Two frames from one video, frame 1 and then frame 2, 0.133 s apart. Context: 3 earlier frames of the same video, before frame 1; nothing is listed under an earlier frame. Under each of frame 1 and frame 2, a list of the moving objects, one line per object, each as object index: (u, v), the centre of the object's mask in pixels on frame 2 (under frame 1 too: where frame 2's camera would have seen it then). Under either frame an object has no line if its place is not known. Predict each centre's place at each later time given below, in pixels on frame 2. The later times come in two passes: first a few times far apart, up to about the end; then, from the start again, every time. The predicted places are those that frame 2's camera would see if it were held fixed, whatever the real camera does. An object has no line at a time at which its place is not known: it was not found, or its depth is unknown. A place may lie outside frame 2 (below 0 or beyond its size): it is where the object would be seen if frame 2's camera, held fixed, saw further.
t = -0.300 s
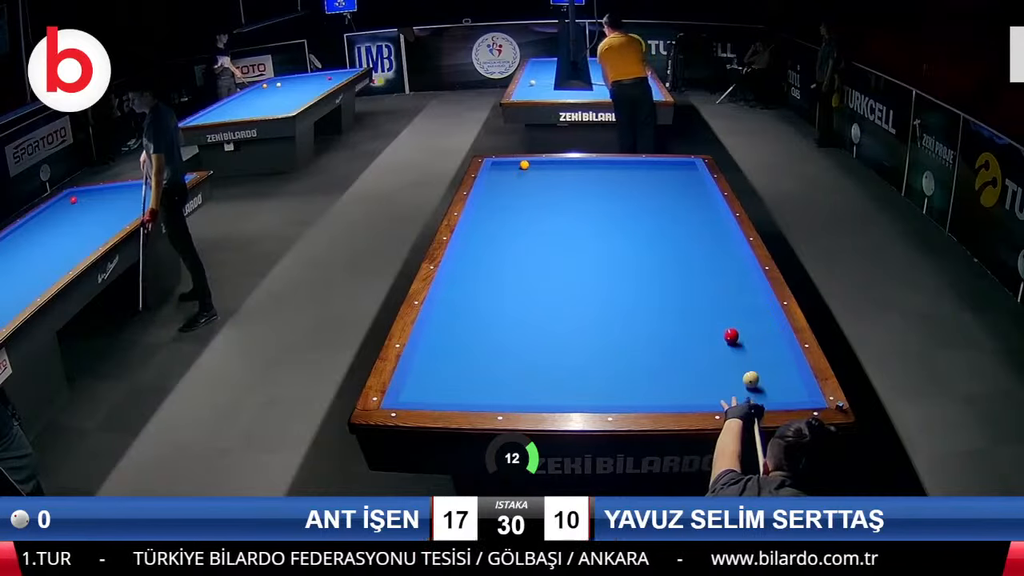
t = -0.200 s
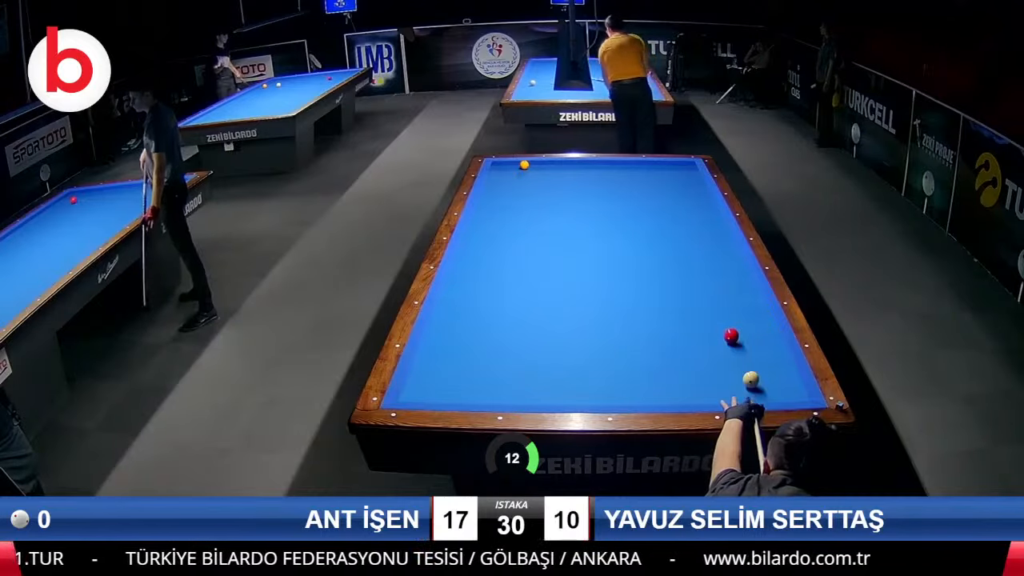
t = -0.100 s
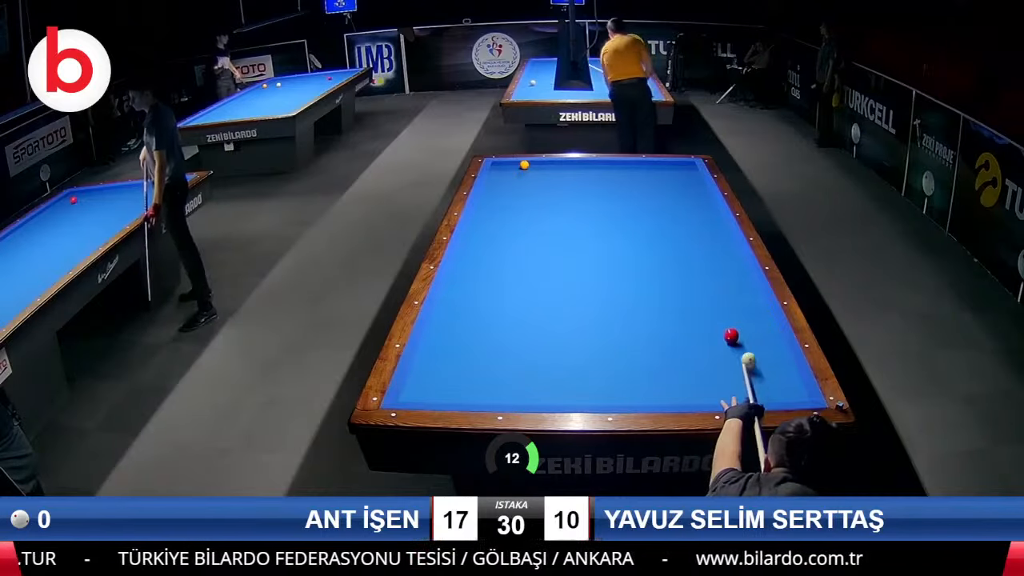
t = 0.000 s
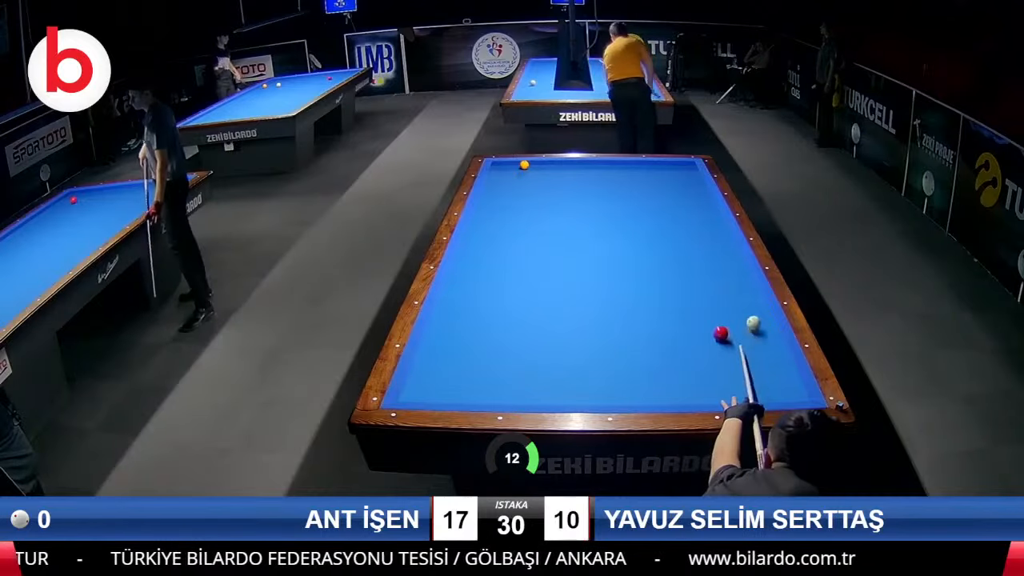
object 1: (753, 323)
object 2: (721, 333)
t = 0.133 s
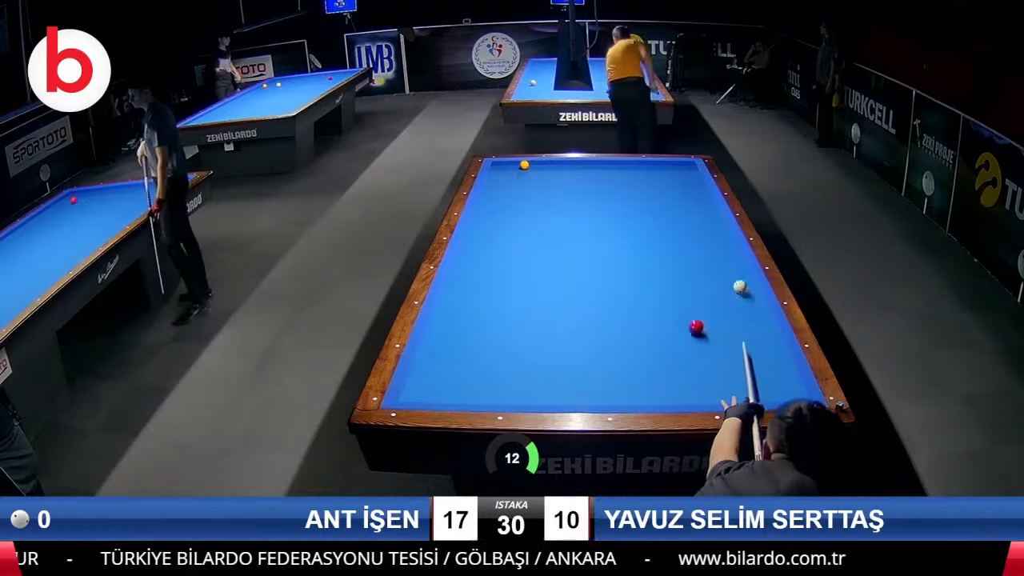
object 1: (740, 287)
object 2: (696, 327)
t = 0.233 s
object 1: (716, 265)
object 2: (680, 323)
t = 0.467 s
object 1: (671, 222)
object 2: (643, 314)
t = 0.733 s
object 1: (631, 185)
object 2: (604, 303)
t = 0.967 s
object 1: (603, 162)
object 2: (571, 295)
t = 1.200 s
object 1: (563, 181)
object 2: (541, 288)
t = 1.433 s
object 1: (519, 199)
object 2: (511, 280)
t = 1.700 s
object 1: (482, 219)
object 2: (481, 272)
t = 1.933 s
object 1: (505, 239)
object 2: (457, 266)
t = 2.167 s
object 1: (528, 261)
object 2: (475, 262)
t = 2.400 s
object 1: (554, 286)
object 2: (490, 258)
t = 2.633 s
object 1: (585, 316)
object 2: (505, 254)
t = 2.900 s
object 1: (625, 355)
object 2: (521, 250)
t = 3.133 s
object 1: (666, 395)
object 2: (535, 246)
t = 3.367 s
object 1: (706, 376)
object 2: (547, 243)
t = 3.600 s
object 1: (741, 355)
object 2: (559, 240)
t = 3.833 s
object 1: (771, 336)
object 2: (571, 237)
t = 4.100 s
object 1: (742, 317)
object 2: (583, 234)
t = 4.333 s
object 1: (717, 302)
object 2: (593, 231)
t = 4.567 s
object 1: (693, 288)
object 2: (603, 229)
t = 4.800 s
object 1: (671, 275)
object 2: (612, 227)
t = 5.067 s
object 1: (648, 262)
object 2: (622, 224)
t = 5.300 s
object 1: (629, 251)
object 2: (630, 222)
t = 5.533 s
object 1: (611, 242)
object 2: (637, 220)
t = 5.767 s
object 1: (595, 232)
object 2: (644, 219)
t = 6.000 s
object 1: (580, 224)
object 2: (651, 217)
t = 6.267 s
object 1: (564, 215)
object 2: (658, 215)
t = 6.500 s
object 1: (551, 208)
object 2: (663, 214)
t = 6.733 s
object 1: (539, 202)
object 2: (669, 213)
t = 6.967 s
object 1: (528, 196)
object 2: (674, 212)
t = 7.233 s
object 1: (516, 189)
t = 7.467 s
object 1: (506, 184)
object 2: (683, 210)
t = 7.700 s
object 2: (686, 209)
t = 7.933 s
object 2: (689, 208)
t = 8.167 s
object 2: (692, 207)
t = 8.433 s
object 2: (695, 207)
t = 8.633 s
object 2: (697, 206)
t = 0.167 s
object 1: (731, 279)
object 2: (691, 326)
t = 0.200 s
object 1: (723, 272)
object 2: (685, 325)
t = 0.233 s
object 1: (716, 265)
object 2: (680, 323)
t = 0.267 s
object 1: (709, 258)
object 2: (675, 322)
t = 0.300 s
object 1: (701, 251)
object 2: (669, 320)
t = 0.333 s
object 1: (695, 245)
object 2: (664, 319)
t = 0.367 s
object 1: (689, 239)
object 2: (659, 317)
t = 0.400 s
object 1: (682, 233)
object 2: (654, 316)
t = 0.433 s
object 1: (677, 227)
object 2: (649, 315)
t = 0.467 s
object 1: (671, 222)
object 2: (643, 314)
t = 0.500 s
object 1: (666, 217)
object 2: (638, 312)
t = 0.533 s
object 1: (660, 212)
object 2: (633, 311)
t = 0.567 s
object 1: (655, 207)
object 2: (628, 309)
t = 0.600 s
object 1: (650, 202)
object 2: (623, 308)
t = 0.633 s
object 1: (645, 198)
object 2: (619, 307)
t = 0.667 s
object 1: (640, 194)
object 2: (614, 306)
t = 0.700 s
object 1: (635, 189)
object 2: (609, 304)
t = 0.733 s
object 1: (631, 185)
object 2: (604, 303)
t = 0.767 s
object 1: (627, 182)
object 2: (599, 302)
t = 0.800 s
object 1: (623, 178)
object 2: (595, 301)
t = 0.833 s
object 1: (619, 174)
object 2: (590, 300)
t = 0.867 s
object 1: (615, 171)
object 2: (585, 299)
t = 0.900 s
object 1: (611, 167)
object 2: (580, 297)
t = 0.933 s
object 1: (608, 164)
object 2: (576, 296)
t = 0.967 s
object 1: (603, 162)
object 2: (571, 295)
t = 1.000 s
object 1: (598, 165)
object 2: (567, 294)
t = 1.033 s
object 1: (593, 167)
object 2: (562, 293)
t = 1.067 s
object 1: (587, 170)
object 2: (558, 292)
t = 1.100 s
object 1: (581, 173)
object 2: (553, 290)
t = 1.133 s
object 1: (576, 176)
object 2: (549, 289)
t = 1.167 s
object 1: (569, 179)
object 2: (545, 288)
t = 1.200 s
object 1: (563, 181)
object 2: (541, 288)
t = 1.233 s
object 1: (557, 184)
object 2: (536, 286)
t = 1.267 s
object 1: (551, 187)
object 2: (532, 285)
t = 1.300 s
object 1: (544, 189)
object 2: (528, 284)
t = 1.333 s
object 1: (538, 192)
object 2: (524, 283)
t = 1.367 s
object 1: (532, 195)
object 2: (519, 282)
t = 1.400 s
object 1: (525, 197)
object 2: (515, 281)
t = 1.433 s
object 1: (519, 199)
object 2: (511, 280)
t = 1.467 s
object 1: (512, 202)
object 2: (508, 279)
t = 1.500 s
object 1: (506, 204)
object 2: (504, 278)
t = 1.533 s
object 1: (499, 207)
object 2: (500, 277)
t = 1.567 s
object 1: (492, 209)
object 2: (496, 276)
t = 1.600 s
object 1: (485, 212)
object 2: (492, 275)
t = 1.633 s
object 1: (478, 214)
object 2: (488, 274)
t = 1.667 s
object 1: (478, 217)
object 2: (484, 273)
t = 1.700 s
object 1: (482, 219)
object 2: (481, 272)
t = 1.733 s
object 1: (486, 222)
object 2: (477, 271)
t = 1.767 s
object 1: (490, 224)
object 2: (473, 270)
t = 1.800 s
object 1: (493, 227)
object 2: (470, 269)
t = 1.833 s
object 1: (496, 230)
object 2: (466, 269)
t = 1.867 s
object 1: (499, 233)
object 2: (463, 268)
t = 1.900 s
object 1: (502, 236)
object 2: (459, 267)
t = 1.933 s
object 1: (505, 239)
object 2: (457, 266)
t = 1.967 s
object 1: (508, 242)
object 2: (461, 265)
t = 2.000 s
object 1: (511, 245)
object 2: (463, 265)
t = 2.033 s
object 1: (514, 248)
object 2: (466, 264)
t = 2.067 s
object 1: (518, 251)
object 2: (468, 263)
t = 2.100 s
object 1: (521, 254)
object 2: (470, 262)
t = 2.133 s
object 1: (524, 257)
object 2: (473, 262)
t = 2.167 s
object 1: (528, 261)
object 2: (475, 262)
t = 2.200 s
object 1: (531, 264)
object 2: (477, 261)
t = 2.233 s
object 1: (535, 268)
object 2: (479, 261)
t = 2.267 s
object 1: (539, 271)
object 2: (482, 260)
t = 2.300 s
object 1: (543, 275)
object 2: (484, 259)
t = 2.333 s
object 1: (546, 279)
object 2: (486, 259)
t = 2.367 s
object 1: (550, 282)
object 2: (488, 258)
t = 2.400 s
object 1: (554, 286)
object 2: (490, 258)
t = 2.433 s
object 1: (558, 290)
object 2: (492, 257)
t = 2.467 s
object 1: (563, 294)
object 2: (495, 256)
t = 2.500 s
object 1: (567, 298)
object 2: (497, 256)
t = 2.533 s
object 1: (571, 303)
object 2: (499, 255)
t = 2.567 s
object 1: (576, 307)
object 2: (501, 255)
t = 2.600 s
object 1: (580, 311)
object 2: (503, 254)
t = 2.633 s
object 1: (585, 316)
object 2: (505, 254)
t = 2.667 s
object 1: (590, 320)
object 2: (507, 253)
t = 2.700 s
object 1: (594, 325)
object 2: (509, 252)
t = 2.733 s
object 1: (599, 329)
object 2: (511, 252)
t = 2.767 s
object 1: (604, 335)
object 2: (513, 252)
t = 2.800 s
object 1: (609, 340)
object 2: (515, 251)
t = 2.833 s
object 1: (615, 345)
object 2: (517, 250)
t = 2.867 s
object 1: (620, 350)
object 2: (519, 250)
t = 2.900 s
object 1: (625, 355)
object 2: (521, 250)
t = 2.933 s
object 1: (631, 361)
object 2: (523, 249)
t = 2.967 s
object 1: (636, 366)
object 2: (525, 249)
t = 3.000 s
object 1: (642, 372)
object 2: (527, 248)
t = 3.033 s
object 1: (648, 378)
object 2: (529, 248)
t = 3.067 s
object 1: (654, 384)
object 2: (531, 247)
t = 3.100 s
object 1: (660, 390)
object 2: (533, 247)
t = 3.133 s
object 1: (666, 395)
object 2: (535, 246)
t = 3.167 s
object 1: (672, 398)
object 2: (537, 246)
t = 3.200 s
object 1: (678, 396)
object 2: (539, 245)
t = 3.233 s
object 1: (684, 393)
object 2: (540, 245)
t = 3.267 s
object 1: (690, 388)
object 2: (542, 244)
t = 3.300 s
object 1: (695, 383)
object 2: (544, 244)
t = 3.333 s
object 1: (701, 379)
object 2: (546, 243)
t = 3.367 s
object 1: (706, 376)
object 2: (547, 243)
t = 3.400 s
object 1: (711, 373)
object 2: (549, 243)
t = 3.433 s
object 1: (717, 370)
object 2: (551, 242)
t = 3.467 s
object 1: (722, 366)
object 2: (553, 242)
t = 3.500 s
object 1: (727, 363)
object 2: (554, 241)
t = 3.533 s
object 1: (732, 360)
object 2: (556, 241)
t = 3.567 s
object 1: (736, 358)
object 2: (558, 240)
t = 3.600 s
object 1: (741, 355)
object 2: (559, 240)
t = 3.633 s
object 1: (745, 352)
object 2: (561, 239)
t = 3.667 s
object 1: (750, 349)
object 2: (563, 239)
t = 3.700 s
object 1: (754, 346)
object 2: (564, 239)
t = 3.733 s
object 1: (759, 344)
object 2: (566, 238)
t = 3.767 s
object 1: (763, 341)
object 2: (568, 238)
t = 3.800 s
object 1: (767, 338)
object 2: (569, 237)
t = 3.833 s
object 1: (771, 336)
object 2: (571, 237)
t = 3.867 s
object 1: (772, 334)
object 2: (572, 237)
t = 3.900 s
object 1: (767, 331)
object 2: (574, 236)
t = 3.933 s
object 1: (762, 329)
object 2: (576, 236)
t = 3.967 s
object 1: (758, 326)
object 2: (577, 235)
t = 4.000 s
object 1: (753, 324)
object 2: (579, 235)
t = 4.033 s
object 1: (750, 321)
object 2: (580, 235)
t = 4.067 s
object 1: (746, 319)
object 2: (582, 234)
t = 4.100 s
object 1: (742, 317)
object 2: (583, 234)
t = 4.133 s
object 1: (739, 315)
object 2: (585, 234)
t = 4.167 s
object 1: (735, 312)
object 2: (586, 233)
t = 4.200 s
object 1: (731, 310)
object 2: (588, 233)
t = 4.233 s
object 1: (727, 308)
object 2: (589, 232)
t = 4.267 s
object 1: (724, 306)
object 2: (591, 232)
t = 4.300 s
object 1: (720, 304)
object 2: (592, 231)
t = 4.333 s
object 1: (717, 302)
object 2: (593, 231)
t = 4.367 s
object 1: (713, 300)
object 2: (595, 231)
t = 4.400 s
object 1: (710, 298)
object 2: (596, 231)
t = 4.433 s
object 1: (706, 296)
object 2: (597, 230)
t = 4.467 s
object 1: (703, 294)
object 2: (599, 230)
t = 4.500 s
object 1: (700, 292)
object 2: (600, 229)
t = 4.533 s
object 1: (697, 290)
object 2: (602, 229)
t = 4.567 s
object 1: (693, 288)
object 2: (603, 229)
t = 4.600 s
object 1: (690, 286)
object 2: (604, 229)
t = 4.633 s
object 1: (687, 284)
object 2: (606, 228)
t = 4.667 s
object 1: (684, 282)
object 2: (607, 228)
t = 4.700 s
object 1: (681, 281)
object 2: (608, 228)
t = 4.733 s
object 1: (678, 279)
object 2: (609, 227)
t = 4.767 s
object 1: (674, 277)
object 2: (611, 227)
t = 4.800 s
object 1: (671, 275)
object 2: (612, 227)
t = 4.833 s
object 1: (668, 274)
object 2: (613, 226)
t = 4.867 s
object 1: (665, 272)
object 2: (614, 226)
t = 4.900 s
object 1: (662, 270)
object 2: (616, 226)
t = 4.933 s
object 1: (660, 268)
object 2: (617, 225)
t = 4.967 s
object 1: (657, 266)
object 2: (618, 225)
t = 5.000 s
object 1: (654, 265)
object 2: (620, 224)
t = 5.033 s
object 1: (651, 263)
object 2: (621, 224)
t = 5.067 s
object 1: (648, 262)
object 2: (622, 224)
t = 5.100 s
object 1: (645, 260)
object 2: (623, 224)
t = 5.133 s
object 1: (642, 259)
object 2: (624, 224)
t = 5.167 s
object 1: (640, 257)
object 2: (625, 223)
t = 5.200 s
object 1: (637, 256)
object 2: (626, 223)
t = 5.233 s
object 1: (634, 254)
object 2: (628, 223)
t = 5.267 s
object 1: (632, 253)
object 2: (629, 222)
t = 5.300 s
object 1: (629, 251)
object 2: (630, 222)
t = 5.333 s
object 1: (627, 250)
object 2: (631, 222)
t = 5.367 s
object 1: (624, 248)
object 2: (632, 222)
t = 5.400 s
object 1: (621, 247)
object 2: (633, 221)
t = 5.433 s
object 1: (619, 246)
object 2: (634, 221)
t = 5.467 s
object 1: (616, 244)
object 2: (635, 221)
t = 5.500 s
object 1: (614, 243)
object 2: (636, 220)
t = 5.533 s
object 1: (611, 242)
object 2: (637, 220)
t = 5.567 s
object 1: (609, 240)
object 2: (638, 220)
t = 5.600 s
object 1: (606, 239)
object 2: (639, 220)
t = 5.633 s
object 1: (604, 237)
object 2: (640, 220)
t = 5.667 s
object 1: (602, 236)
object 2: (641, 219)
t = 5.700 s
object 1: (599, 235)
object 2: (642, 219)
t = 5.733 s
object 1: (597, 234)
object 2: (643, 219)
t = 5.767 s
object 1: (595, 232)
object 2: (644, 219)
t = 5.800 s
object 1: (593, 231)
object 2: (645, 218)
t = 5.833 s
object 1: (591, 230)
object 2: (646, 218)
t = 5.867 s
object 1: (588, 229)
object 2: (647, 218)
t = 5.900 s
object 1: (586, 228)
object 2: (648, 218)
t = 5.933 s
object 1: (584, 226)
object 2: (649, 218)
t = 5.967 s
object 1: (582, 225)
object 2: (650, 218)
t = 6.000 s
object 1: (580, 224)
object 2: (651, 217)
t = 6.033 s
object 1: (578, 223)
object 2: (652, 217)
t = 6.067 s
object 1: (576, 222)
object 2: (652, 217)
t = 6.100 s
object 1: (574, 221)
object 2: (653, 217)
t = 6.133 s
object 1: (572, 219)
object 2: (654, 216)
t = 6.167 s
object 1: (570, 218)
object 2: (655, 216)
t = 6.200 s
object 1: (568, 217)
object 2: (656, 216)
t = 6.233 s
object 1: (566, 216)
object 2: (657, 216)
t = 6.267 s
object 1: (564, 215)
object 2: (658, 215)
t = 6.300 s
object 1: (562, 214)
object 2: (658, 215)
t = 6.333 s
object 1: (560, 213)
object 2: (659, 215)
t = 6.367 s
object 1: (558, 212)
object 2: (660, 215)
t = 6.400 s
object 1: (556, 211)
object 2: (661, 215)
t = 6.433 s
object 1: (555, 210)
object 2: (662, 215)
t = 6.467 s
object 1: (553, 209)
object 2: (663, 214)
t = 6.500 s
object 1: (551, 208)
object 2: (663, 214)
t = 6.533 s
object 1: (549, 207)
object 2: (664, 214)
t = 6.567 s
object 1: (547, 206)
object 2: (665, 214)
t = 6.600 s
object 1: (545, 205)
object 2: (666, 214)
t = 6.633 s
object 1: (544, 204)
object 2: (666, 213)
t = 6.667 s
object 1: (542, 203)
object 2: (667, 213)
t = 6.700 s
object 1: (541, 202)
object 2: (668, 213)
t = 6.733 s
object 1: (539, 202)
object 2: (669, 213)
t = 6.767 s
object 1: (537, 201)
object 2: (669, 213)
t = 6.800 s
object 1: (536, 200)
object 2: (670, 213)
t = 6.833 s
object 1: (534, 199)
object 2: (671, 212)
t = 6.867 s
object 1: (532, 198)
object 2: (672, 212)
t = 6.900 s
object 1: (531, 197)
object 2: (672, 212)
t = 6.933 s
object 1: (529, 196)
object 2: (673, 212)
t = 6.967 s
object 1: (528, 196)
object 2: (674, 212)
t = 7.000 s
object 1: (526, 195)
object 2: (674, 211)
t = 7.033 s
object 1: (525, 194)
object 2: (674, 211)
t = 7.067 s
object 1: (523, 193)
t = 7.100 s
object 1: (522, 192)
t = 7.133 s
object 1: (520, 191)
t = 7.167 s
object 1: (519, 191)
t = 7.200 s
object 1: (517, 190)
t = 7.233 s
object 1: (516, 189)
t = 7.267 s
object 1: (514, 188)
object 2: (680, 210)
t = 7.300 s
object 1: (513, 187)
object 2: (680, 210)
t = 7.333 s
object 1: (511, 187)
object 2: (680, 210)
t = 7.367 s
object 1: (510, 186)
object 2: (681, 210)
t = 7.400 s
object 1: (509, 185)
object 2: (681, 210)
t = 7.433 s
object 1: (507, 184)
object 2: (682, 210)
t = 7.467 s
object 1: (506, 184)
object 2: (683, 210)
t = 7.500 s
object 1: (505, 183)
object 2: (683, 210)
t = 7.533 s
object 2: (684, 210)
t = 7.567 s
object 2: (684, 209)
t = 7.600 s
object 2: (685, 209)
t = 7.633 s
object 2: (685, 209)
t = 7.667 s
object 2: (685, 209)
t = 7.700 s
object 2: (686, 209)
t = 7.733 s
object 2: (686, 208)
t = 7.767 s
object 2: (687, 208)
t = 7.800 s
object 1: (494, 176)
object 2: (688, 208)
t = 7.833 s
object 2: (688, 208)
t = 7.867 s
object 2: (688, 208)
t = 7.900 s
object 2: (689, 208)
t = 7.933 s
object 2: (689, 208)
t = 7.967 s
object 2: (689, 208)
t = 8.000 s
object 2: (690, 207)
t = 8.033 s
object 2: (690, 207)
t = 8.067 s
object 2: (691, 207)
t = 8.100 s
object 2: (691, 207)
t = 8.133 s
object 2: (691, 207)
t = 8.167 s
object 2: (692, 207)
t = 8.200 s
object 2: (692, 207)
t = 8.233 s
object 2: (693, 207)
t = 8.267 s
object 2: (693, 207)
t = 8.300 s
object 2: (694, 207)
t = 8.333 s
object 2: (694, 207)
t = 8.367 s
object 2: (694, 207)
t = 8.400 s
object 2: (695, 207)
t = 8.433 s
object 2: (695, 207)
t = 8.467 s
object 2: (696, 207)
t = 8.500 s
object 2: (696, 206)
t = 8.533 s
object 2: (696, 206)
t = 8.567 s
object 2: (696, 206)
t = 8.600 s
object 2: (697, 206)
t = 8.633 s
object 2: (697, 206)
